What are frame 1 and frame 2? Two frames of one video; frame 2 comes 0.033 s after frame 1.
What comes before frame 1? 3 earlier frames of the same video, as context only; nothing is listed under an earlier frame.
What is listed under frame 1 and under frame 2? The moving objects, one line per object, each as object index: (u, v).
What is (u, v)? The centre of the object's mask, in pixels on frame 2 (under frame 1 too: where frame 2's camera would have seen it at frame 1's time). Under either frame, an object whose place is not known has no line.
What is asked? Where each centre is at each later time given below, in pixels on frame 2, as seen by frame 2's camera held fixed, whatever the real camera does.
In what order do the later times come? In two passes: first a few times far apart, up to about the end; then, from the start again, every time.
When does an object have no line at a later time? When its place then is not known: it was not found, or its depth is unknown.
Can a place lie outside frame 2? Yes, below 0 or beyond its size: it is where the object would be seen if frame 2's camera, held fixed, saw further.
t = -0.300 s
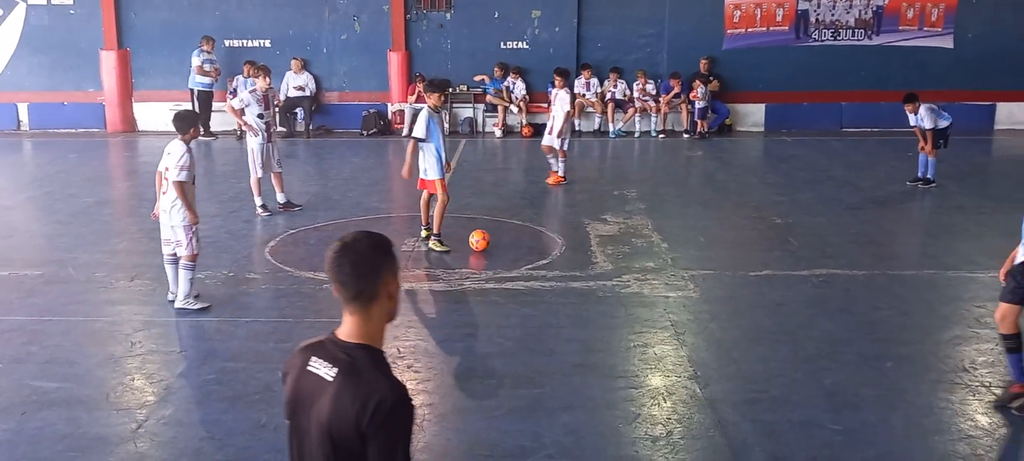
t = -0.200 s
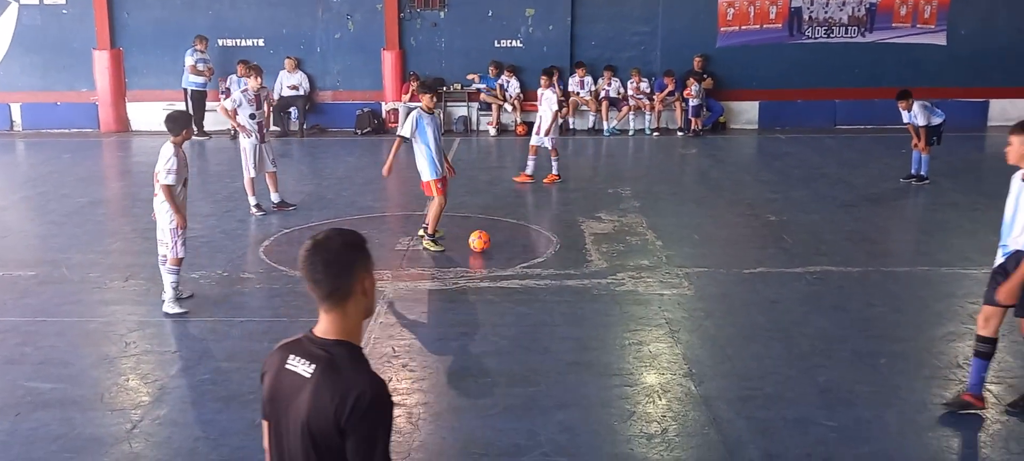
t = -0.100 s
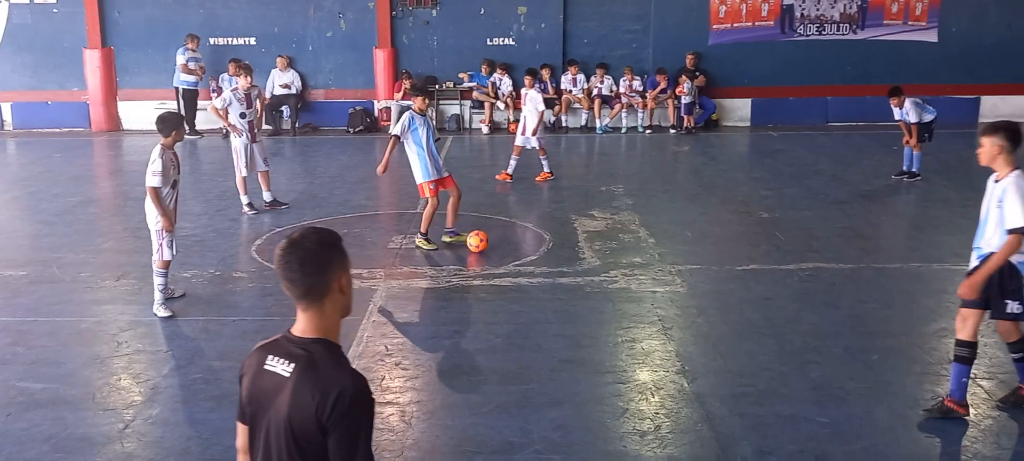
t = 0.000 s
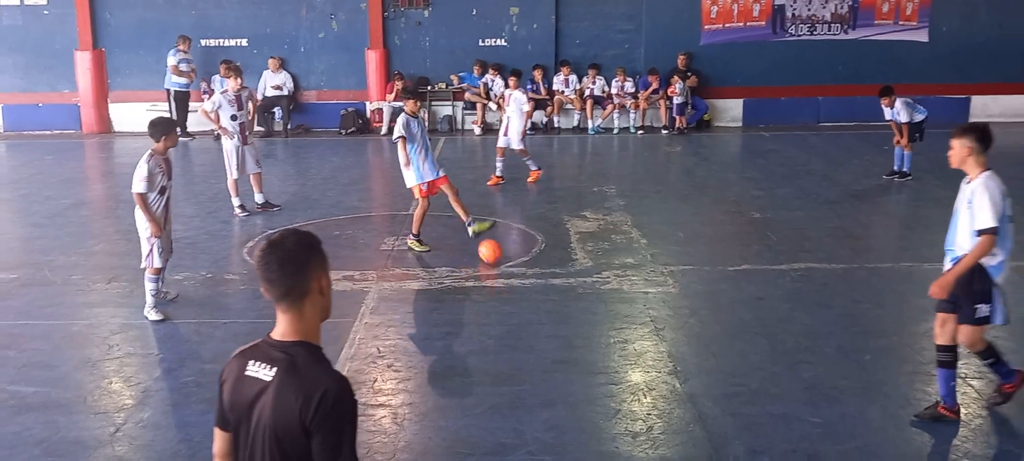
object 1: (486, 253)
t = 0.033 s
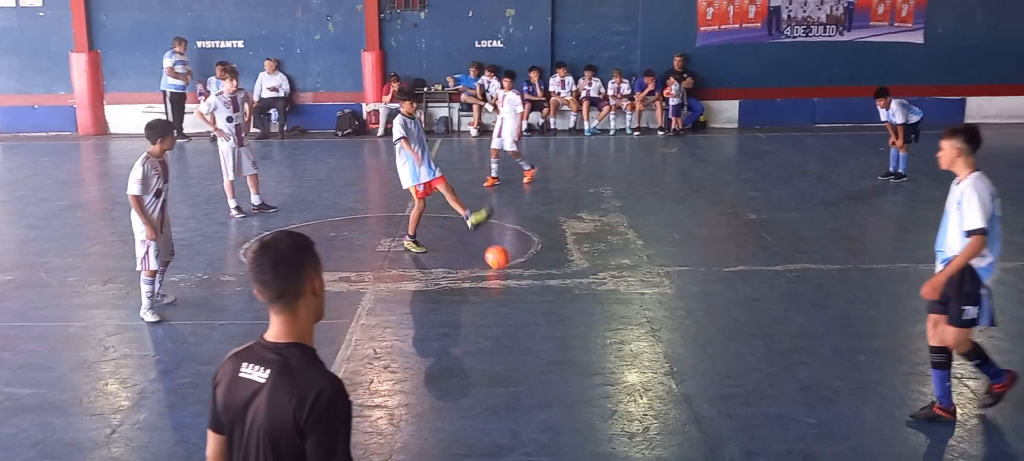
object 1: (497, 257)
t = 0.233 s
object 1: (562, 285)
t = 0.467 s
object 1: (643, 320)
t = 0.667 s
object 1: (727, 359)
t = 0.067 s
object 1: (507, 261)
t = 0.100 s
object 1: (519, 267)
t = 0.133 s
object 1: (530, 272)
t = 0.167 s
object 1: (541, 277)
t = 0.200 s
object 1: (552, 281)
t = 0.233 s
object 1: (562, 285)
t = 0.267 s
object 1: (572, 290)
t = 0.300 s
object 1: (584, 295)
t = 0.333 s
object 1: (595, 300)
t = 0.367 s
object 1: (606, 305)
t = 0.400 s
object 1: (618, 309)
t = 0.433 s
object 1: (630, 315)
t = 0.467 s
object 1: (643, 320)
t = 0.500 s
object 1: (656, 326)
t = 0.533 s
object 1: (669, 333)
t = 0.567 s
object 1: (683, 340)
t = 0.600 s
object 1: (698, 346)
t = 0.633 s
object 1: (713, 353)
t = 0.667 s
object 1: (727, 359)
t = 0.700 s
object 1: (744, 366)
